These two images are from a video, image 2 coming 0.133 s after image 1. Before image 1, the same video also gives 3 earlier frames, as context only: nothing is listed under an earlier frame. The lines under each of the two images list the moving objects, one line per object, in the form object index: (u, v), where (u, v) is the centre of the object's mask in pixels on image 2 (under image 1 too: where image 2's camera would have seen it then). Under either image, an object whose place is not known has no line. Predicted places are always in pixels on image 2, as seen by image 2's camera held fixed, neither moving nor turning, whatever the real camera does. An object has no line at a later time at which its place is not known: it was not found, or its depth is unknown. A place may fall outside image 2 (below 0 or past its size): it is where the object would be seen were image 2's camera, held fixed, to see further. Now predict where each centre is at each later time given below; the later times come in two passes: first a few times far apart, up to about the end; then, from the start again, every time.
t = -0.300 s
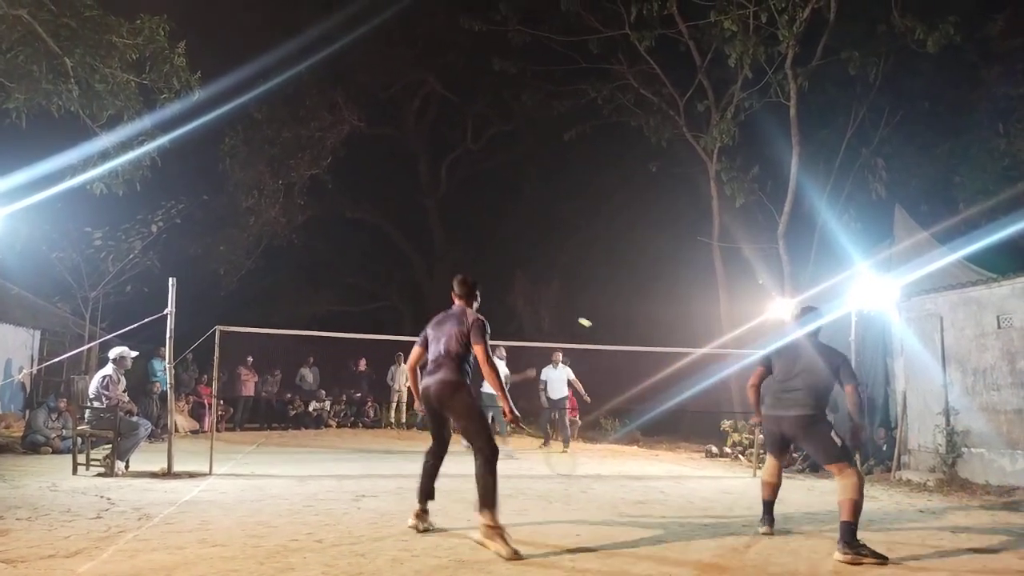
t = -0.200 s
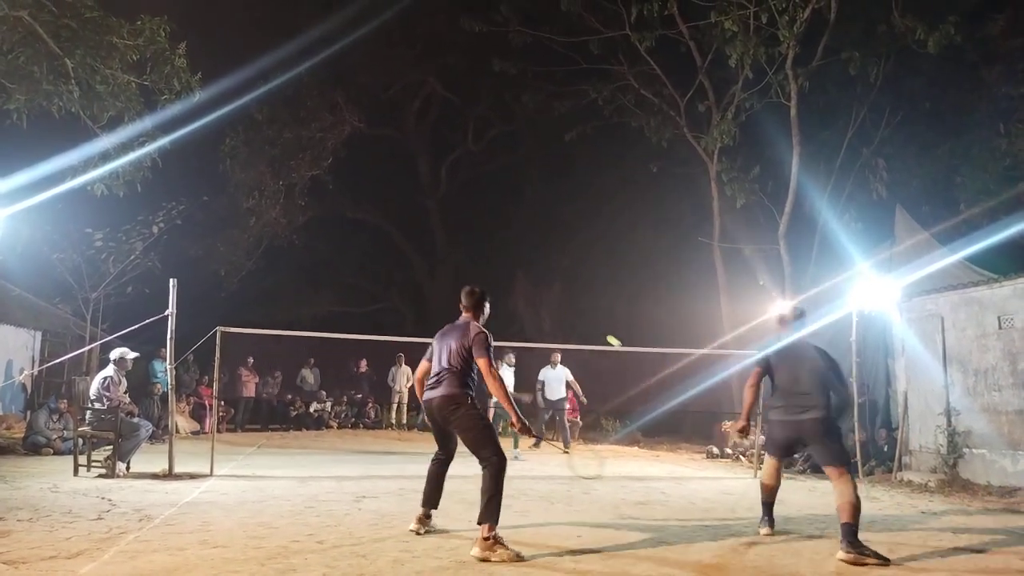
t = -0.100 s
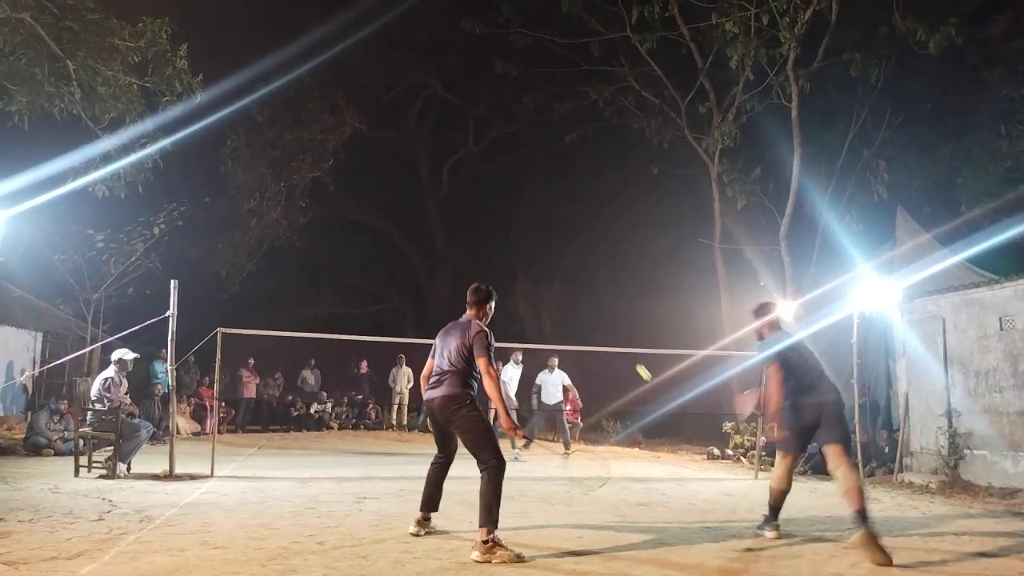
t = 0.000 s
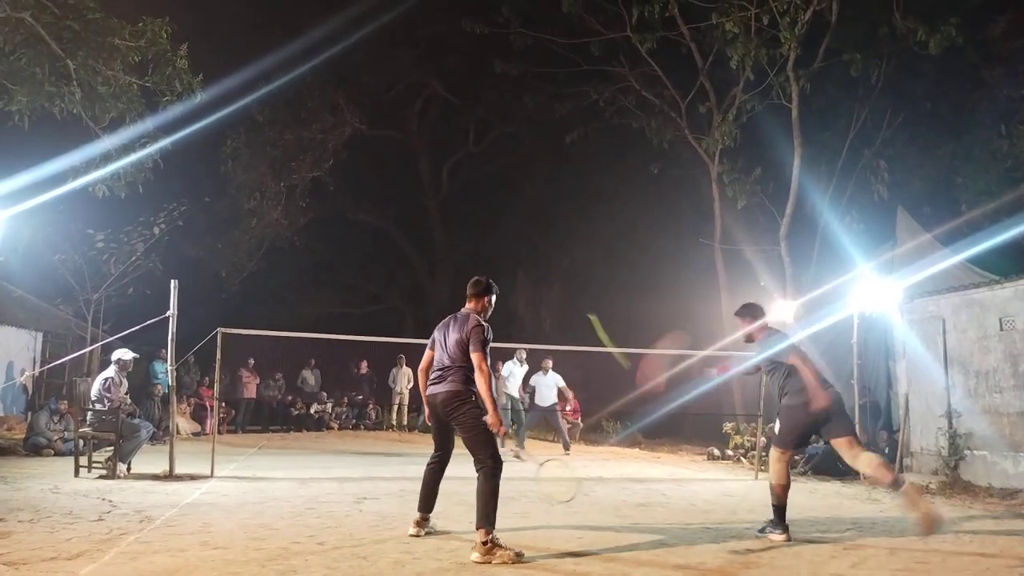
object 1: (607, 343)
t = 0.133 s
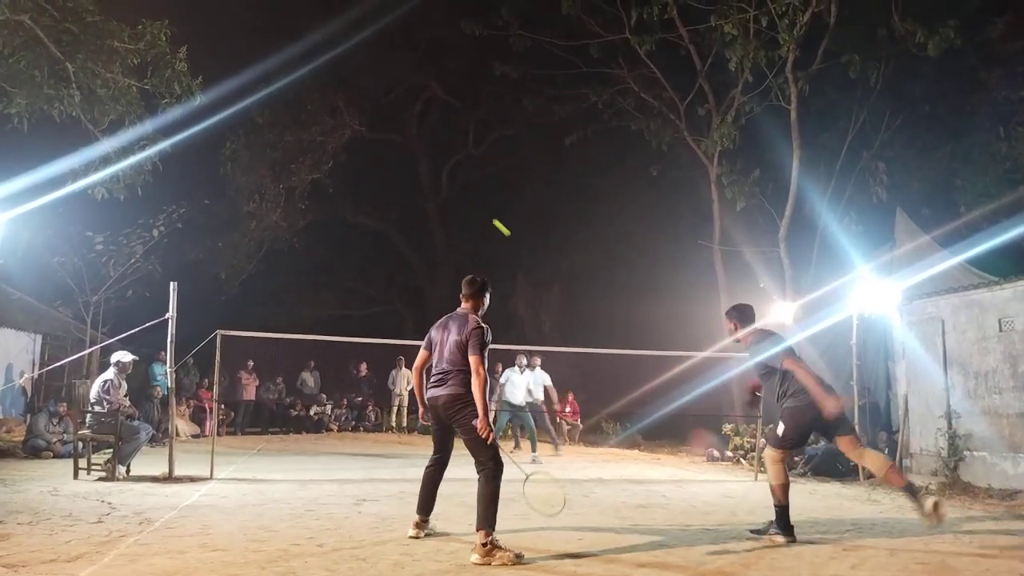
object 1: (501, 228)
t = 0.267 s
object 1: (458, 193)
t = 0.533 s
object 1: (417, 186)
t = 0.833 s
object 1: (393, 223)
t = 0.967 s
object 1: (387, 249)
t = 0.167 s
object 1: (487, 215)
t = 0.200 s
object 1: (476, 206)
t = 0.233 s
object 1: (466, 199)
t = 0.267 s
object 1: (458, 193)
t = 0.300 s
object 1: (451, 189)
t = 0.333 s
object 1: (444, 186)
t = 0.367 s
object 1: (438, 184)
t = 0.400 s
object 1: (433, 183)
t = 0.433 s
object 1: (428, 183)
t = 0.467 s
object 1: (424, 184)
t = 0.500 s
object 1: (420, 185)
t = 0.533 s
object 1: (417, 186)
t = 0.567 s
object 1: (413, 189)
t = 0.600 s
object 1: (410, 192)
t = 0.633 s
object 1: (407, 195)
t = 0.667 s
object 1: (405, 199)
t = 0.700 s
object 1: (402, 203)
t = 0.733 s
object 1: (399, 207)
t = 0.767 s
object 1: (397, 213)
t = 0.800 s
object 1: (395, 218)
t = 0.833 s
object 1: (393, 223)
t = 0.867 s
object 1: (392, 230)
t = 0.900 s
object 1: (390, 236)
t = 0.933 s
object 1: (388, 242)
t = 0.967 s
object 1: (387, 249)
